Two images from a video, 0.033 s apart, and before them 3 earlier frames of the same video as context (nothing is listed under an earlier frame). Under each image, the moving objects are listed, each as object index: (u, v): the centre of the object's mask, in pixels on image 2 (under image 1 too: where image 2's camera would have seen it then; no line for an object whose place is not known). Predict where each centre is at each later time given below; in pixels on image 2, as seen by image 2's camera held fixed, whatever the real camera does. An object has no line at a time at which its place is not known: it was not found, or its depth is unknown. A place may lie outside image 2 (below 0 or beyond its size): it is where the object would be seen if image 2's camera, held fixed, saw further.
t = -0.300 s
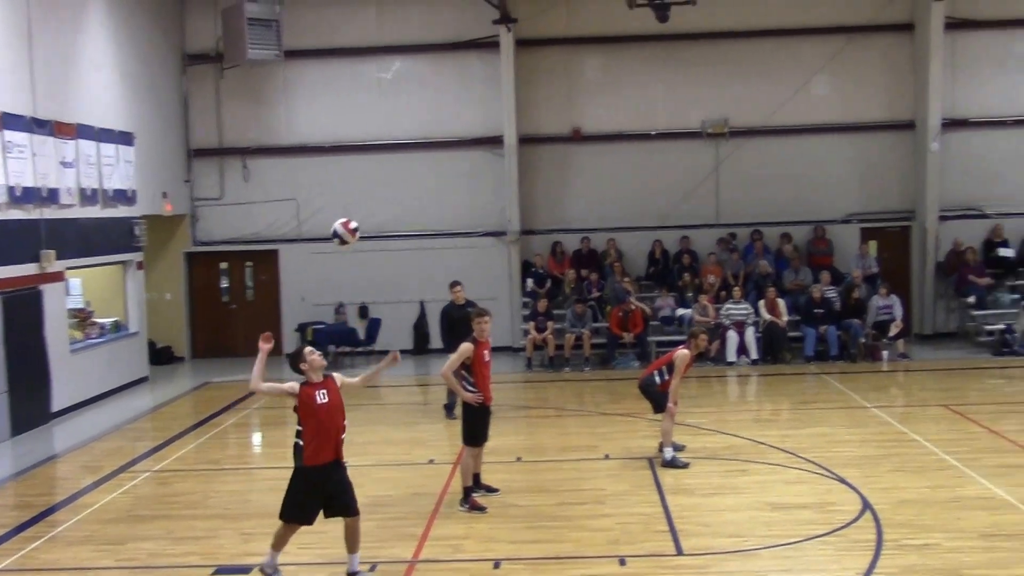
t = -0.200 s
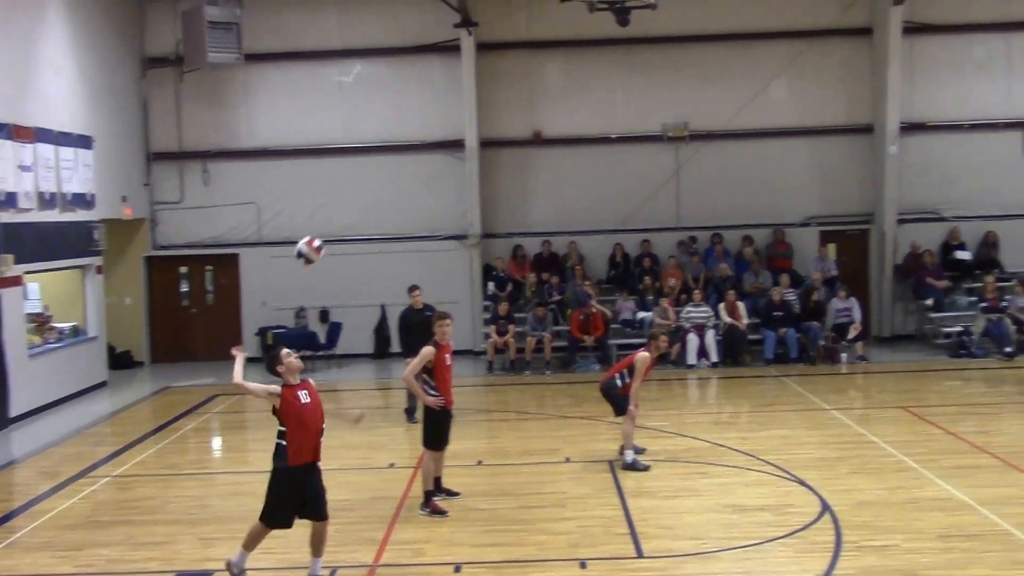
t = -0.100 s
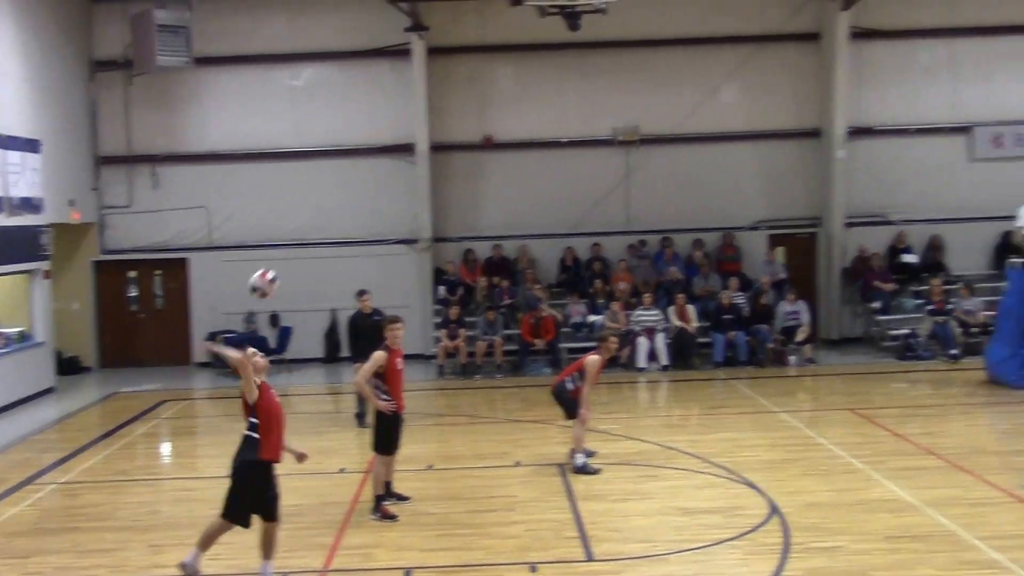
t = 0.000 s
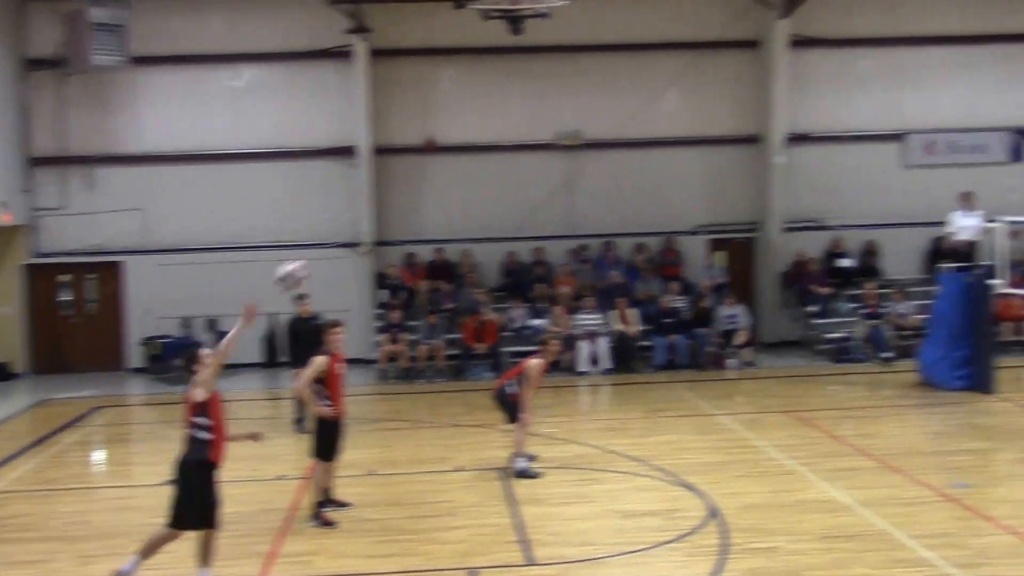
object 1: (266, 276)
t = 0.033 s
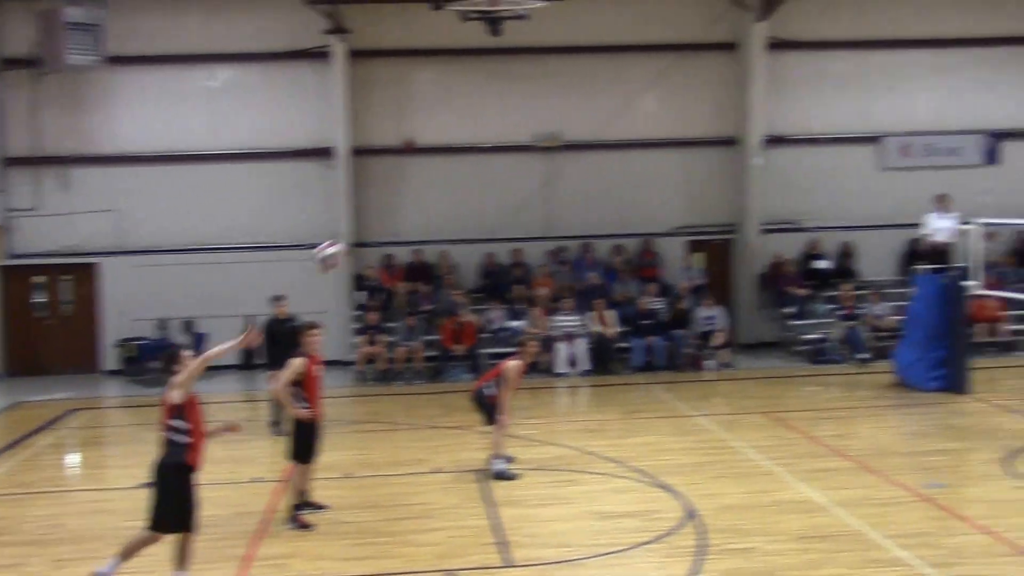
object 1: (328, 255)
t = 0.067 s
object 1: (388, 237)
